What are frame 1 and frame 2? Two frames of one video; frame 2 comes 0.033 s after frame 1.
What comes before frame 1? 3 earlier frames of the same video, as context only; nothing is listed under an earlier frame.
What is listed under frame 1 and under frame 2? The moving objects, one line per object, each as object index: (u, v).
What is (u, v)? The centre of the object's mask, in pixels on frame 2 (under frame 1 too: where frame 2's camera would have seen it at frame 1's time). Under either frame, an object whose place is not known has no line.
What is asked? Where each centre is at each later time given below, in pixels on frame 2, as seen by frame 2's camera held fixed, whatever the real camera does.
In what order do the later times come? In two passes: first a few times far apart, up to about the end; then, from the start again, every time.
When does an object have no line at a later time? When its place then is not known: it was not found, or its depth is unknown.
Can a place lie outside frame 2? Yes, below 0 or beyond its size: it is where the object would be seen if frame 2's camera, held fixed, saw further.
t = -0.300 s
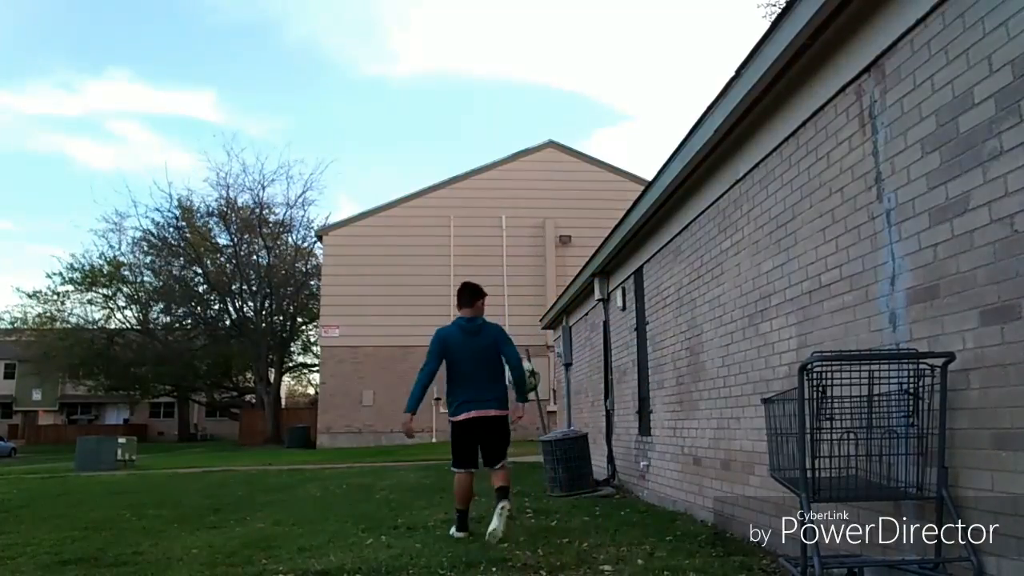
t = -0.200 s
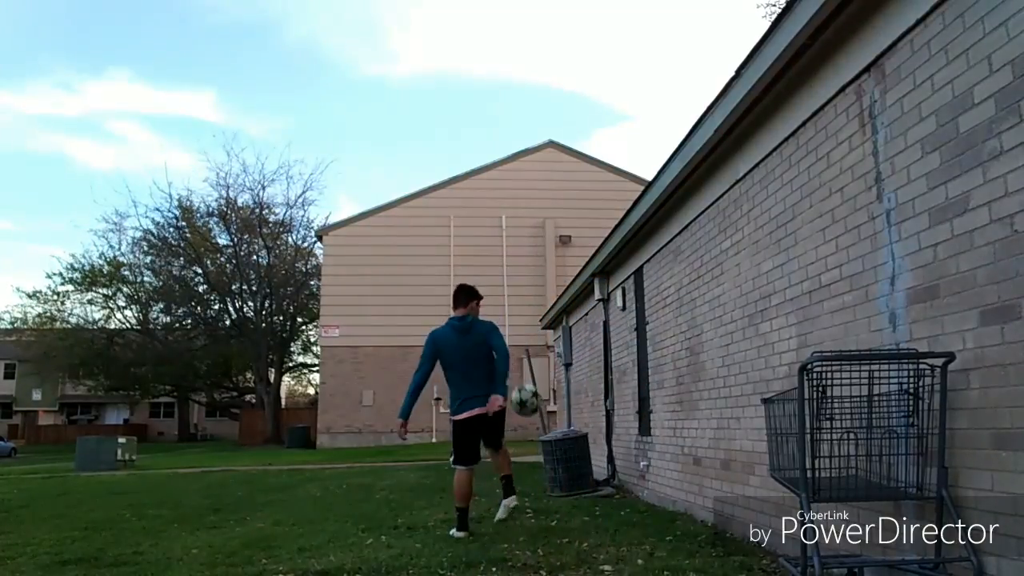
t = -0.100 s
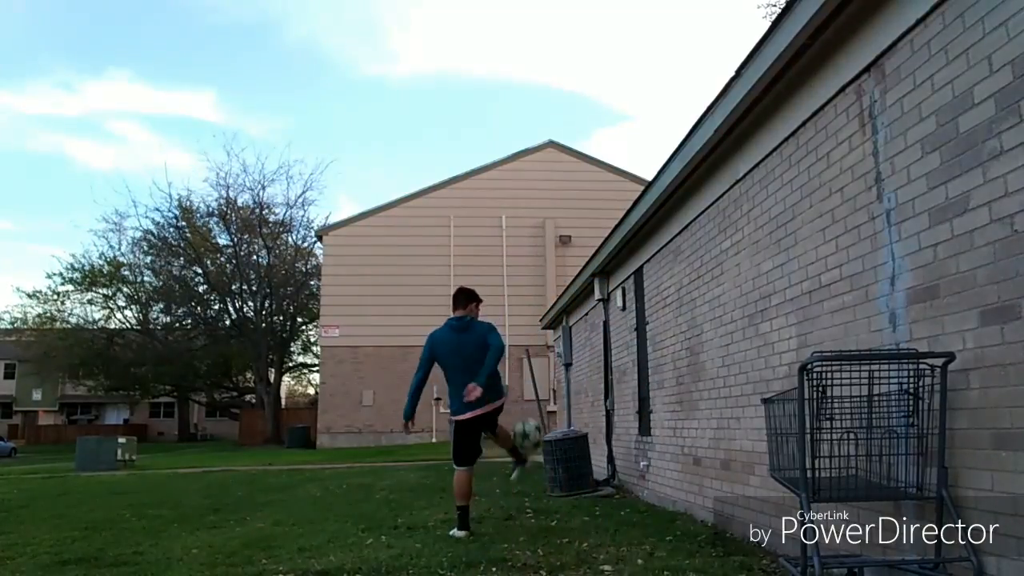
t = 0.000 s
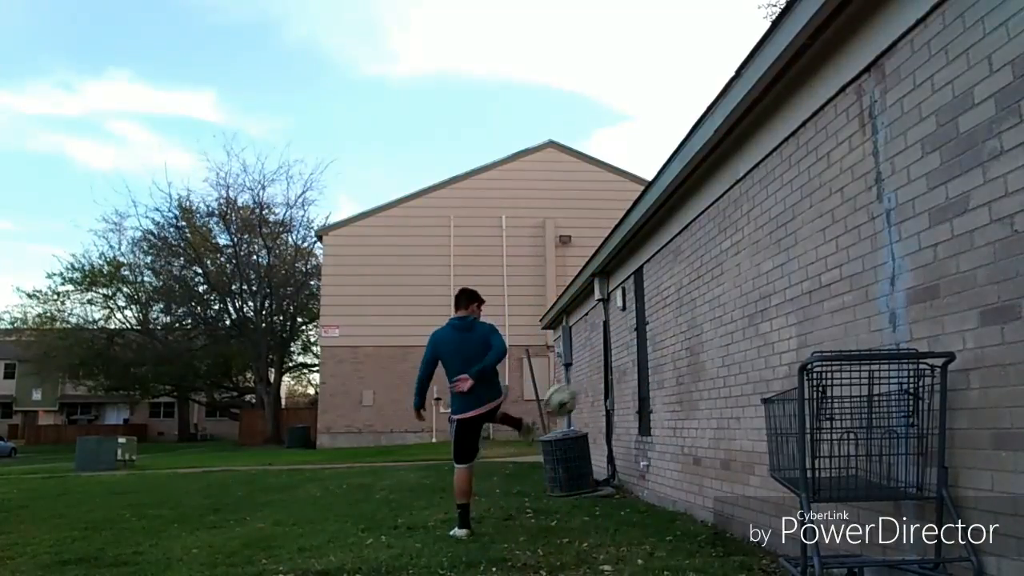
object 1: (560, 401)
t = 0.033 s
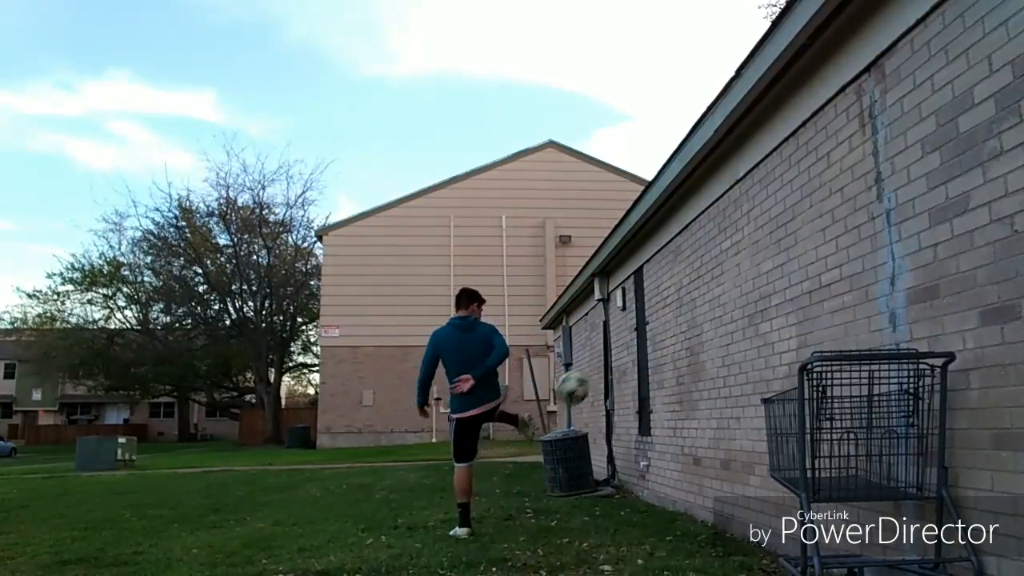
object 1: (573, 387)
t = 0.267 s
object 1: (661, 349)
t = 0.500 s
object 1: (723, 373)
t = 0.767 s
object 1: (671, 457)
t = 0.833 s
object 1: (656, 501)
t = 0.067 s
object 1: (585, 377)
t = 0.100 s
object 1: (597, 369)
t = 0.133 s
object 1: (610, 362)
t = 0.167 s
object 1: (623, 357)
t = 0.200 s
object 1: (636, 352)
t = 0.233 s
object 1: (648, 349)
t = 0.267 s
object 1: (661, 349)
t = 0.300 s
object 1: (676, 349)
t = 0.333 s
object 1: (690, 351)
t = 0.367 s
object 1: (706, 356)
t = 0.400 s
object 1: (720, 363)
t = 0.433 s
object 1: (736, 371)
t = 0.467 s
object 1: (730, 372)
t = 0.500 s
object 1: (723, 373)
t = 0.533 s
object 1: (717, 376)
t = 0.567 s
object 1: (710, 382)
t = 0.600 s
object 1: (704, 388)
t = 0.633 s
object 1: (697, 398)
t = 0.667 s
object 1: (690, 410)
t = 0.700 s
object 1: (684, 423)
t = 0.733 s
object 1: (678, 441)
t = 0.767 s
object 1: (671, 457)
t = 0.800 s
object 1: (665, 478)
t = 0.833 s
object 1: (656, 501)
